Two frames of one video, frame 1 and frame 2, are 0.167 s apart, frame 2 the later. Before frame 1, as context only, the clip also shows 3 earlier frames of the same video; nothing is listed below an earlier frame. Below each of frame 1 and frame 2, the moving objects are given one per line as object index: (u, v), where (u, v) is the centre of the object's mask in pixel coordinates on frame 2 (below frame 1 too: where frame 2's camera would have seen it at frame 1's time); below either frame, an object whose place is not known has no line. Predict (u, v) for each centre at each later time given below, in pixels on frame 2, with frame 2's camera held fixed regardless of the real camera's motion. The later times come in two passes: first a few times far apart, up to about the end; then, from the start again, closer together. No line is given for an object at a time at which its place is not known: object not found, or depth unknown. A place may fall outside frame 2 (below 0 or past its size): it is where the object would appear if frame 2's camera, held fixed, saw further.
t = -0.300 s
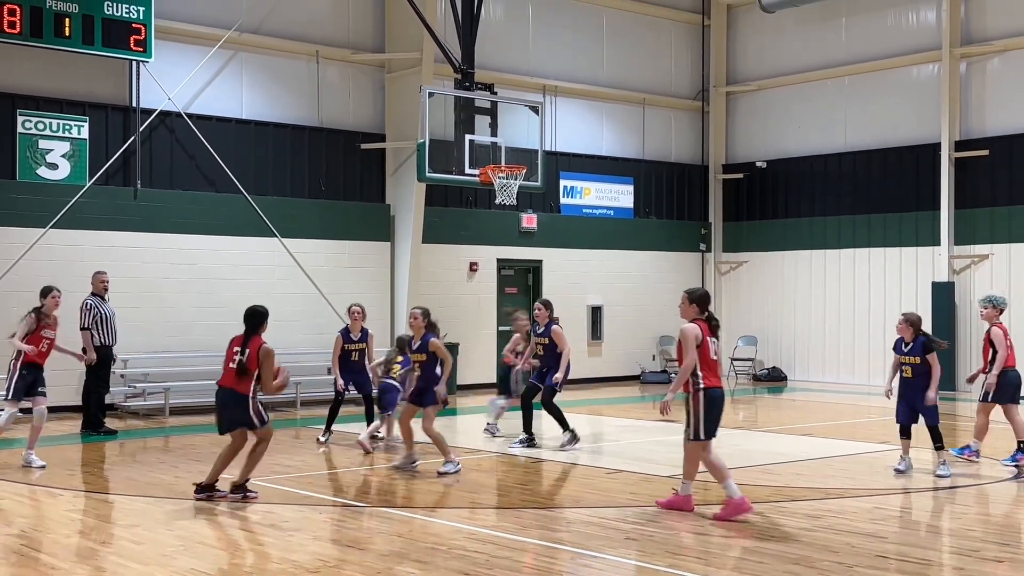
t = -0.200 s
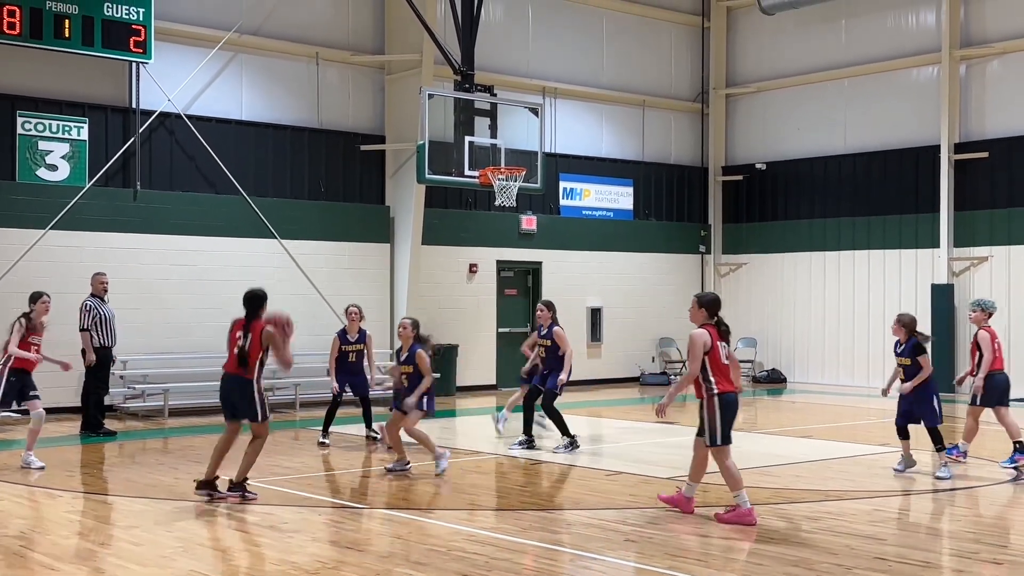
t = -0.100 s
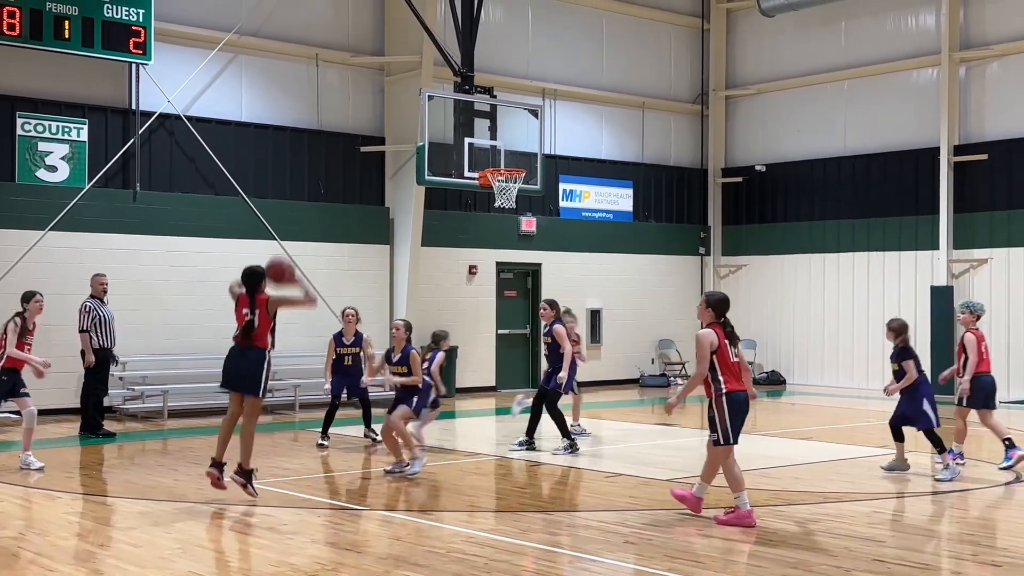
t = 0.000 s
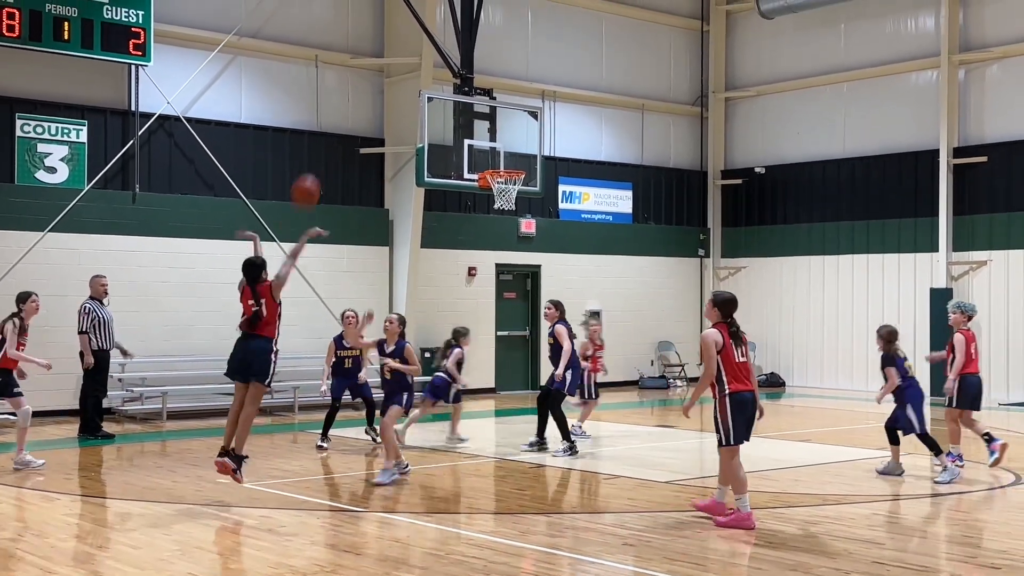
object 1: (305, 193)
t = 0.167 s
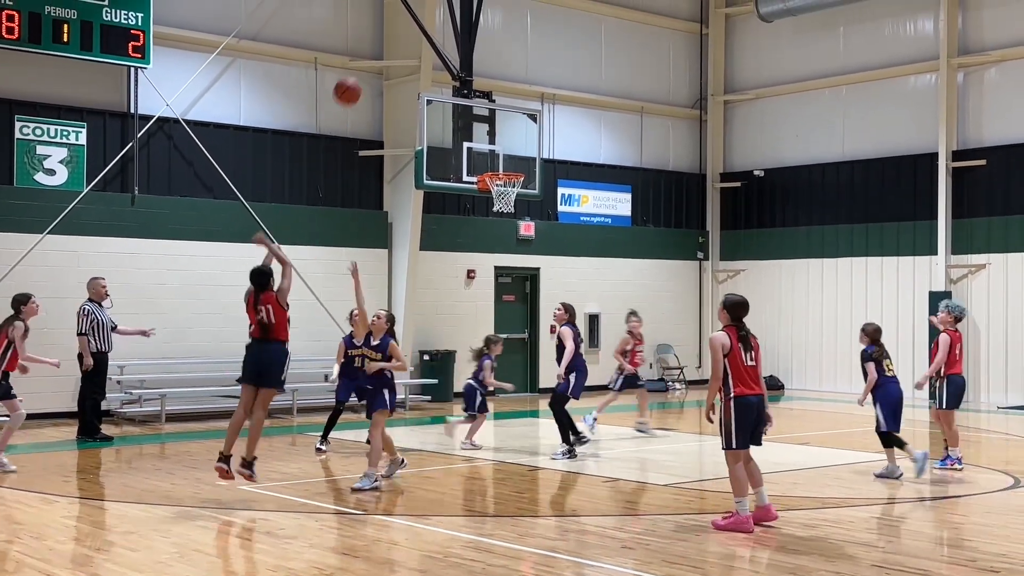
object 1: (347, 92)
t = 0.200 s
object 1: (354, 78)
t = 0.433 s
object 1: (405, 13)
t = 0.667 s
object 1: (445, 12)
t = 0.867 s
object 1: (475, 50)
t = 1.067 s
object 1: (501, 116)
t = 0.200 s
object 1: (354, 78)
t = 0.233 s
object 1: (363, 63)
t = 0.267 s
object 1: (370, 51)
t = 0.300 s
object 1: (377, 41)
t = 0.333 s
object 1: (385, 32)
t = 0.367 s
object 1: (391, 24)
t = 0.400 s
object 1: (398, 18)
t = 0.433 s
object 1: (405, 13)
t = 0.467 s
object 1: (411, 10)
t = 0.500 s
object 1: (417, 8)
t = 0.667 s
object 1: (445, 12)
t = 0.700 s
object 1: (450, 16)
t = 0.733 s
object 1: (455, 22)
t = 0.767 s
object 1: (460, 27)
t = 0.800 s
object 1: (465, 34)
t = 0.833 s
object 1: (470, 41)
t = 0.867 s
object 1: (475, 50)
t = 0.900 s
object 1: (480, 59)
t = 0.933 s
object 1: (484, 69)
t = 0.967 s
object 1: (489, 79)
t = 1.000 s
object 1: (493, 92)
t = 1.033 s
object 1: (497, 103)
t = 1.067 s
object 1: (501, 116)
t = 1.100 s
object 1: (505, 129)
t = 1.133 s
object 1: (509, 143)
